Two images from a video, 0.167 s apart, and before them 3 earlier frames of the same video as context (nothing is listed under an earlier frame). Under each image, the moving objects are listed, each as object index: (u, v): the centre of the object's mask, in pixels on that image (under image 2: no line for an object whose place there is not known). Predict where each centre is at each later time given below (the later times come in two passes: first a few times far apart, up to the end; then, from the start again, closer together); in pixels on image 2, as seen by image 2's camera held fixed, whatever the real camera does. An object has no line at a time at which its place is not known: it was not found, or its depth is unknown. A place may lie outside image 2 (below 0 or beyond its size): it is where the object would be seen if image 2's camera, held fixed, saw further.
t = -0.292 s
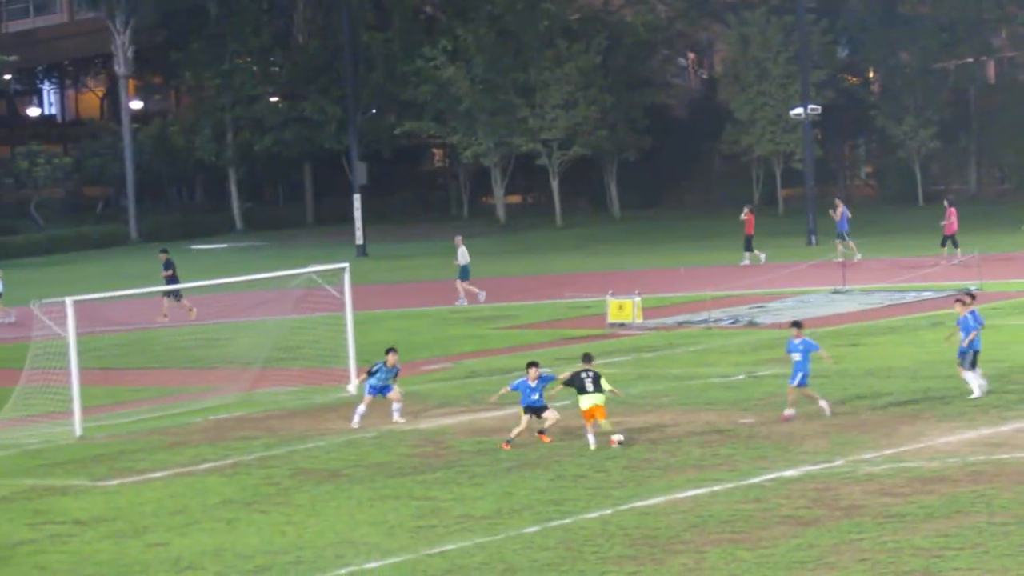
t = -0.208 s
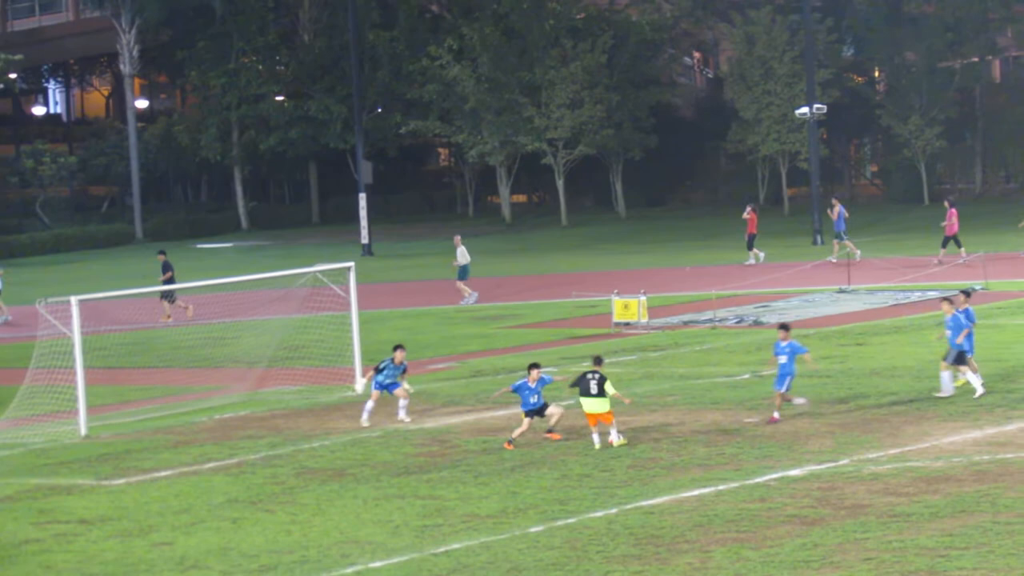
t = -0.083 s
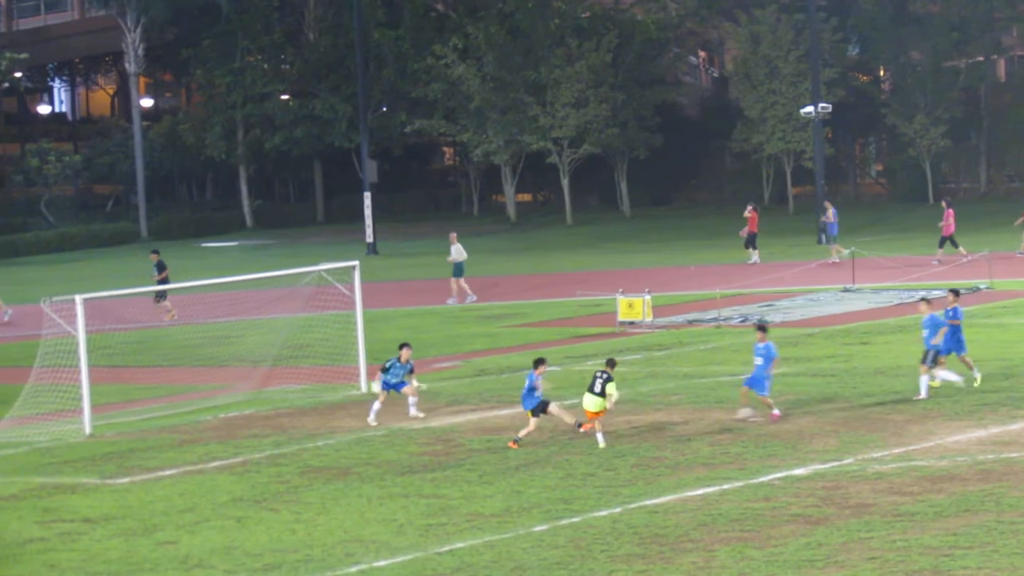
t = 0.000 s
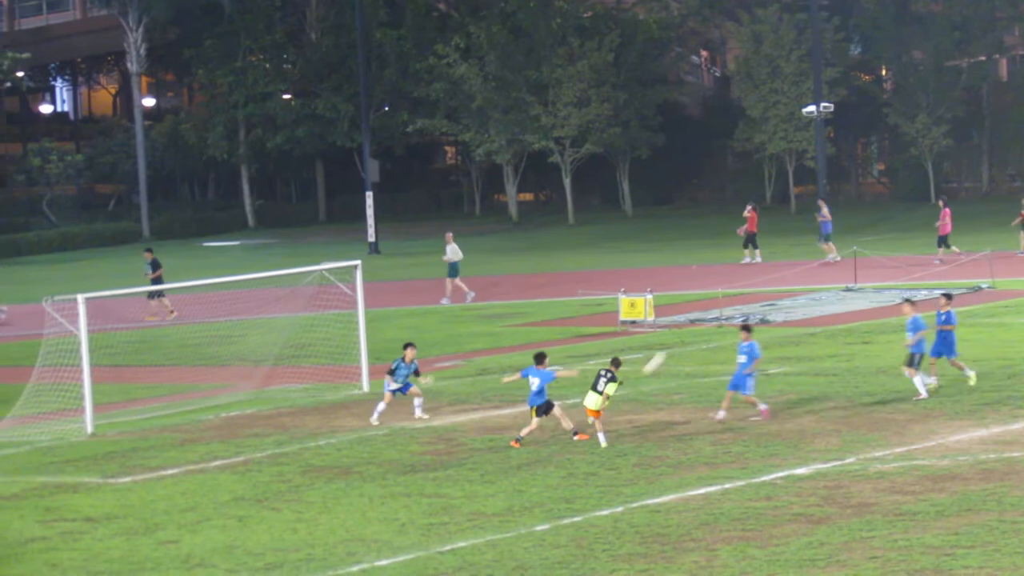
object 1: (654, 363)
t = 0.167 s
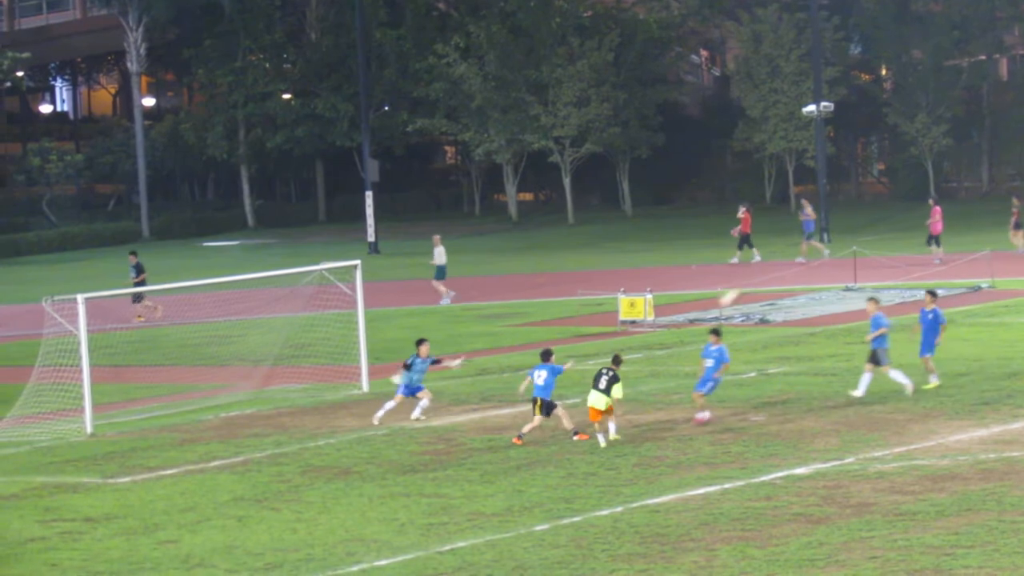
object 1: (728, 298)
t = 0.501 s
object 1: (863, 223)
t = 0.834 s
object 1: (989, 209)
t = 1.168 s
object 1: (1108, 256)
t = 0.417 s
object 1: (833, 234)
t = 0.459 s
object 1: (849, 227)
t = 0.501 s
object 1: (863, 223)
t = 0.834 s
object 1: (989, 209)
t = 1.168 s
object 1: (1108, 256)
